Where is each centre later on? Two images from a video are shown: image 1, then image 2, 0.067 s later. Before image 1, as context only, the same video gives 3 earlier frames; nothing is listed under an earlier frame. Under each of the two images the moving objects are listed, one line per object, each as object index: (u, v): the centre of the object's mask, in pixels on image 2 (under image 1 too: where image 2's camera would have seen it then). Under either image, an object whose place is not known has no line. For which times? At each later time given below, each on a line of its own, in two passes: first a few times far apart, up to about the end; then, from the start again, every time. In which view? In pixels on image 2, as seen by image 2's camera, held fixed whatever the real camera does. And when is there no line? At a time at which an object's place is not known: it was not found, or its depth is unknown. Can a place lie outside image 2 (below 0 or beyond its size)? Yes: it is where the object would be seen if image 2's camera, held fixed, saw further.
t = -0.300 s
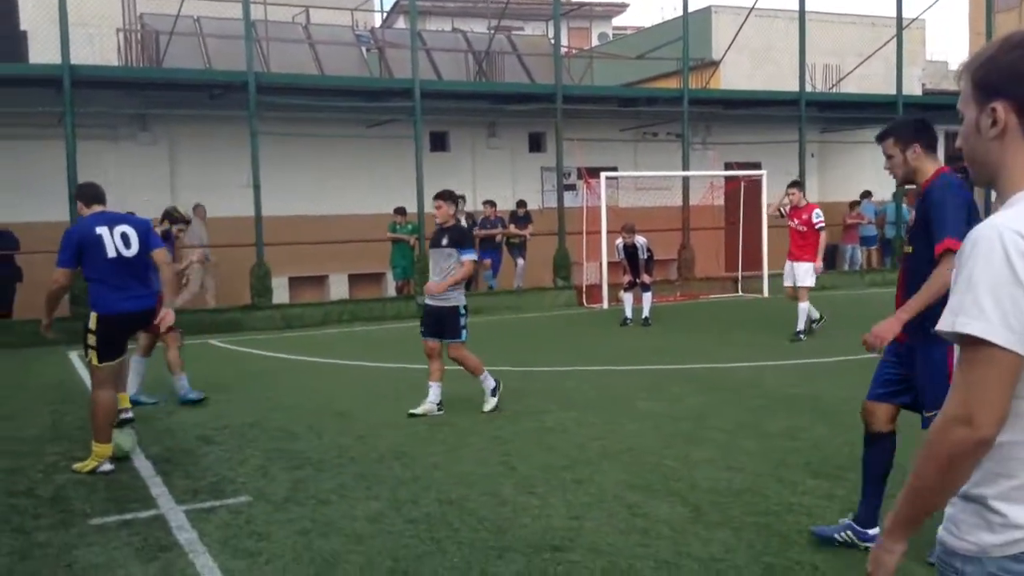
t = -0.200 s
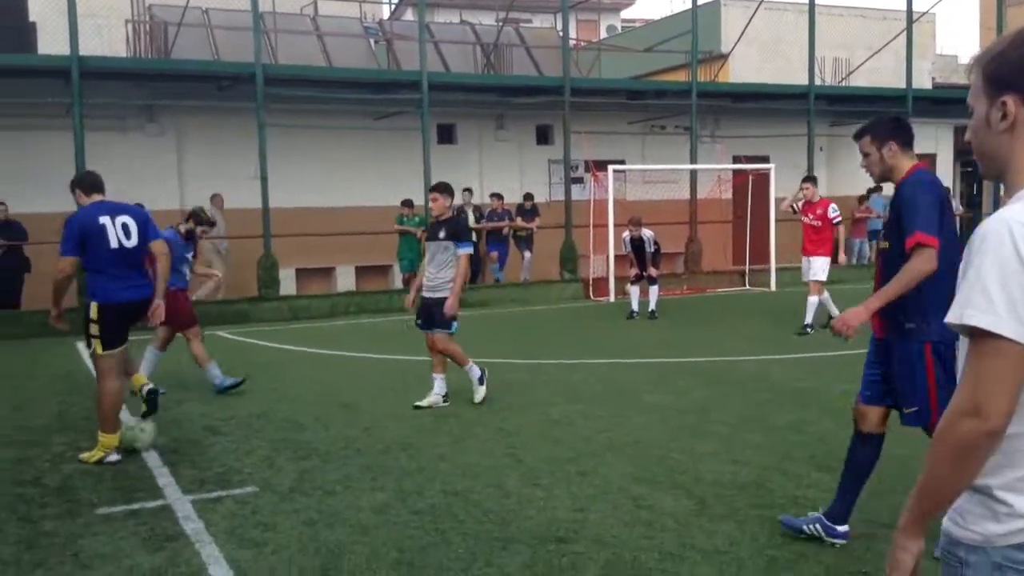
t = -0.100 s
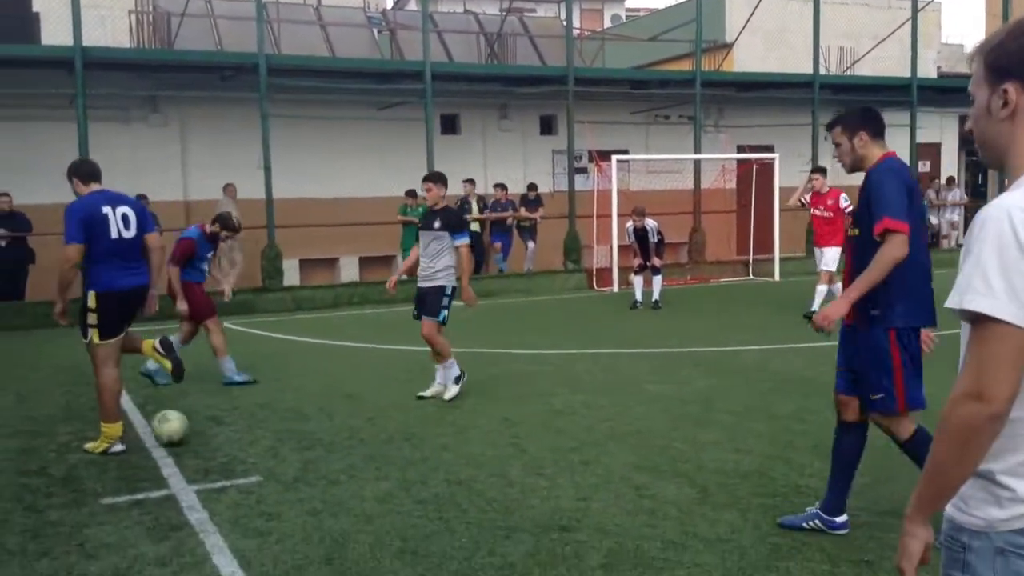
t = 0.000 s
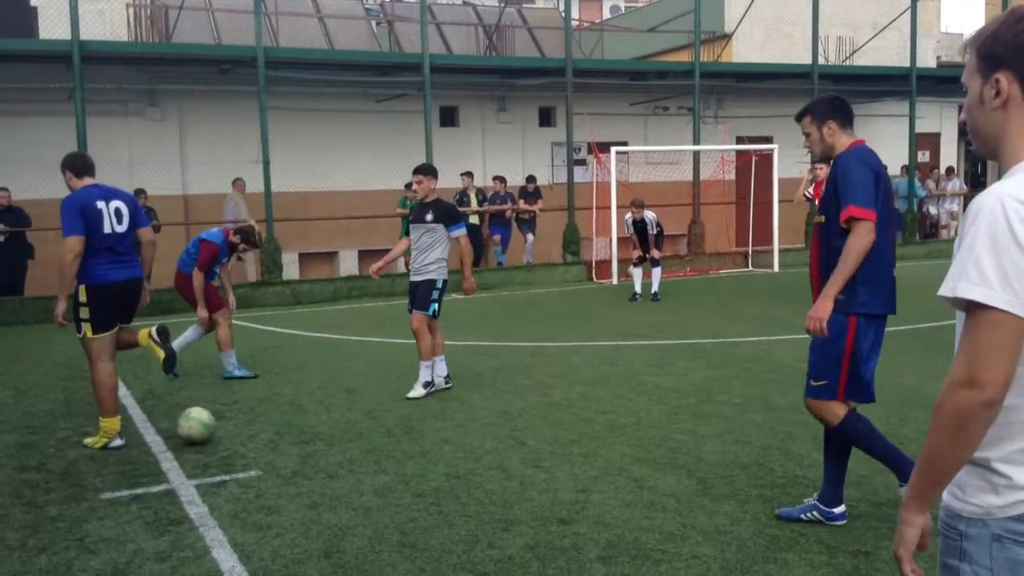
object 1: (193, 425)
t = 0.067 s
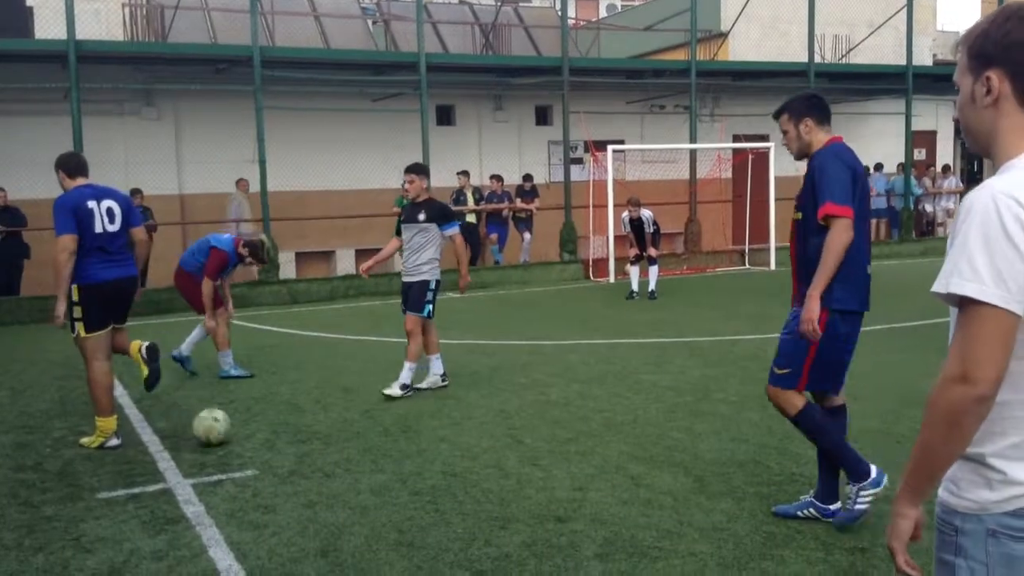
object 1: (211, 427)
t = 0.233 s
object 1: (258, 431)
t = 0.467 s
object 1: (327, 439)
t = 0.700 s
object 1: (400, 449)
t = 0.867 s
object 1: (452, 456)
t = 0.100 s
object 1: (221, 428)
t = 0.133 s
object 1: (230, 429)
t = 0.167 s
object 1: (240, 429)
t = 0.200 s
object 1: (249, 431)
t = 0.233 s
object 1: (258, 431)
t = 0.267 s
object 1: (268, 433)
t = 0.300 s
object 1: (278, 435)
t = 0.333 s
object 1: (288, 436)
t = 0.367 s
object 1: (298, 437)
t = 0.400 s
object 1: (308, 438)
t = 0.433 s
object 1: (318, 440)
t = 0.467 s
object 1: (327, 439)
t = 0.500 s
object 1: (338, 440)
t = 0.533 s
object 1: (348, 443)
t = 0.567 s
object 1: (358, 444)
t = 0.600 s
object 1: (369, 446)
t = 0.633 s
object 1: (378, 447)
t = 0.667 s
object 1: (389, 449)
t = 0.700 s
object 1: (400, 449)
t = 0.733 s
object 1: (410, 451)
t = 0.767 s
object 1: (421, 453)
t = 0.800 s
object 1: (431, 453)
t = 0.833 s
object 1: (442, 455)
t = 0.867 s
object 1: (452, 456)
